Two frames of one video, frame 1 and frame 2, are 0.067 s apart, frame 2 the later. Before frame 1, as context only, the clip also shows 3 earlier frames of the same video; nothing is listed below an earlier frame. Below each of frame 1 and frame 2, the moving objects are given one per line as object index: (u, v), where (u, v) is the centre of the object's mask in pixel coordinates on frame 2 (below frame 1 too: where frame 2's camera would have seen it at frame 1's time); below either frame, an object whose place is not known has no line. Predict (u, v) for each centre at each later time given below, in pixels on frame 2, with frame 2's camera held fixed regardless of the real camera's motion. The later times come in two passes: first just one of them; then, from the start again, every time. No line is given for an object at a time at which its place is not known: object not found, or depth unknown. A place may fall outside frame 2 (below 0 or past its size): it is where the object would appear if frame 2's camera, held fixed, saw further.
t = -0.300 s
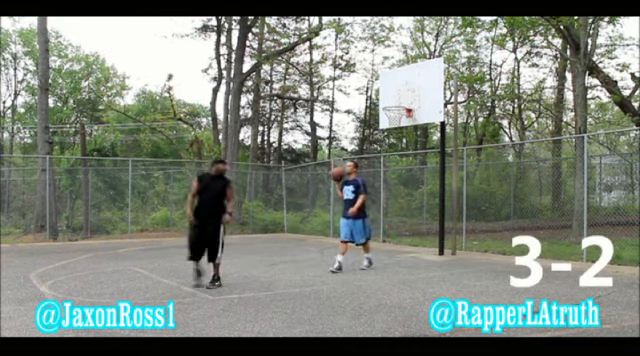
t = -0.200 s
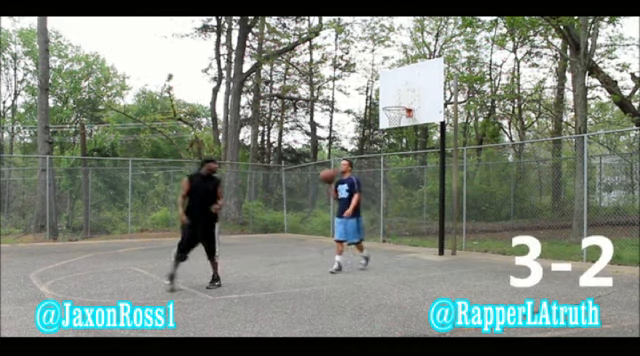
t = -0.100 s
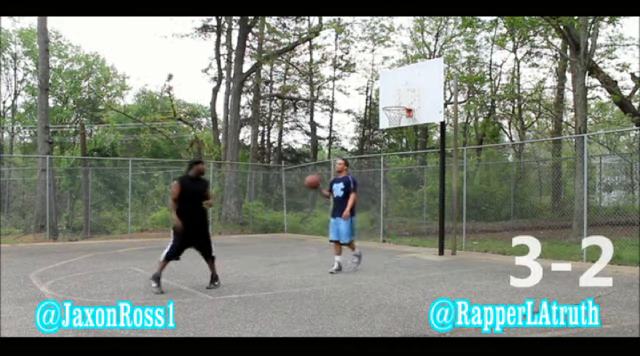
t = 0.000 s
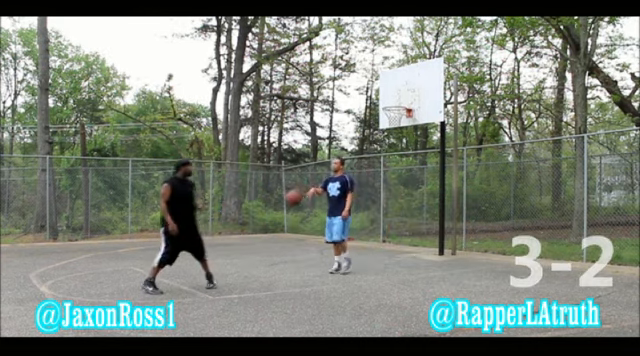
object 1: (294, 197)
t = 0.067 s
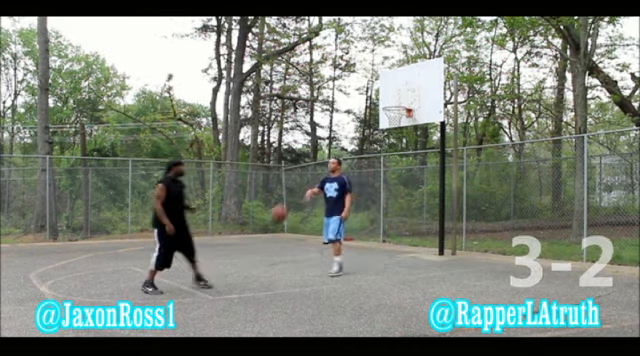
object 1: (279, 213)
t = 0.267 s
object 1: (229, 284)
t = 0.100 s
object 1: (271, 224)
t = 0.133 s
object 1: (263, 233)
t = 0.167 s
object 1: (255, 247)
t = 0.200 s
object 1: (247, 261)
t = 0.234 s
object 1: (238, 275)
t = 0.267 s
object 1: (229, 284)
